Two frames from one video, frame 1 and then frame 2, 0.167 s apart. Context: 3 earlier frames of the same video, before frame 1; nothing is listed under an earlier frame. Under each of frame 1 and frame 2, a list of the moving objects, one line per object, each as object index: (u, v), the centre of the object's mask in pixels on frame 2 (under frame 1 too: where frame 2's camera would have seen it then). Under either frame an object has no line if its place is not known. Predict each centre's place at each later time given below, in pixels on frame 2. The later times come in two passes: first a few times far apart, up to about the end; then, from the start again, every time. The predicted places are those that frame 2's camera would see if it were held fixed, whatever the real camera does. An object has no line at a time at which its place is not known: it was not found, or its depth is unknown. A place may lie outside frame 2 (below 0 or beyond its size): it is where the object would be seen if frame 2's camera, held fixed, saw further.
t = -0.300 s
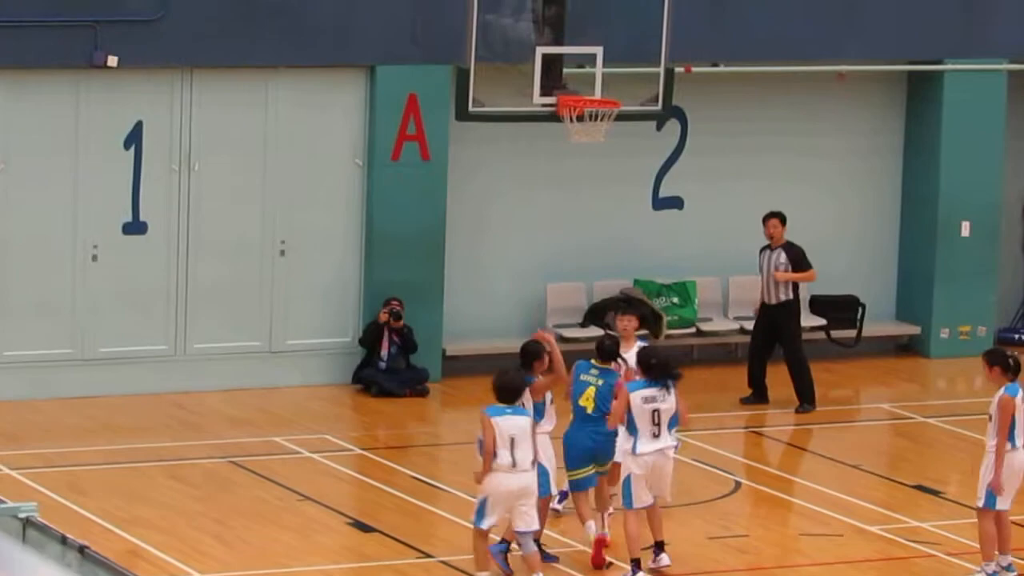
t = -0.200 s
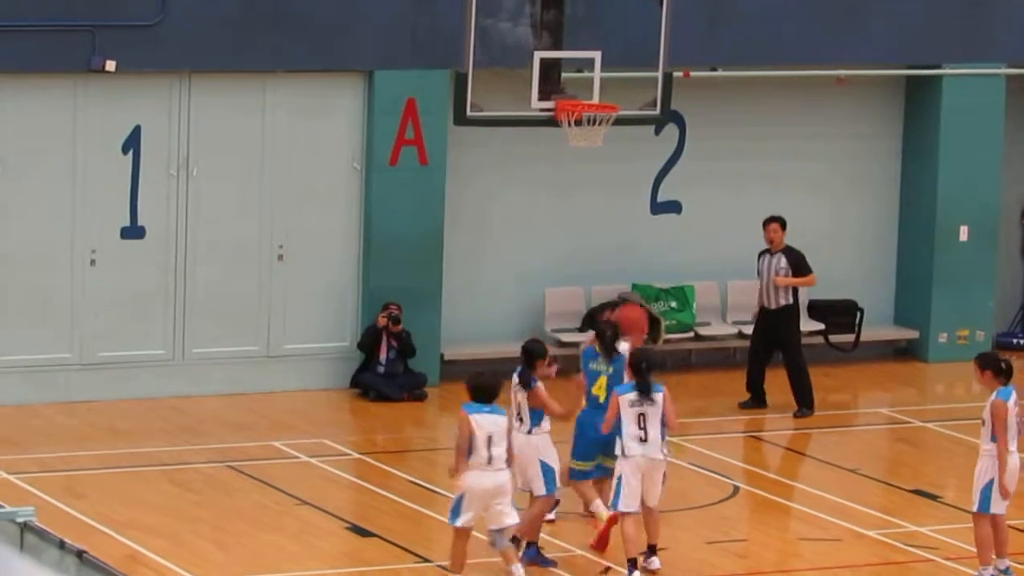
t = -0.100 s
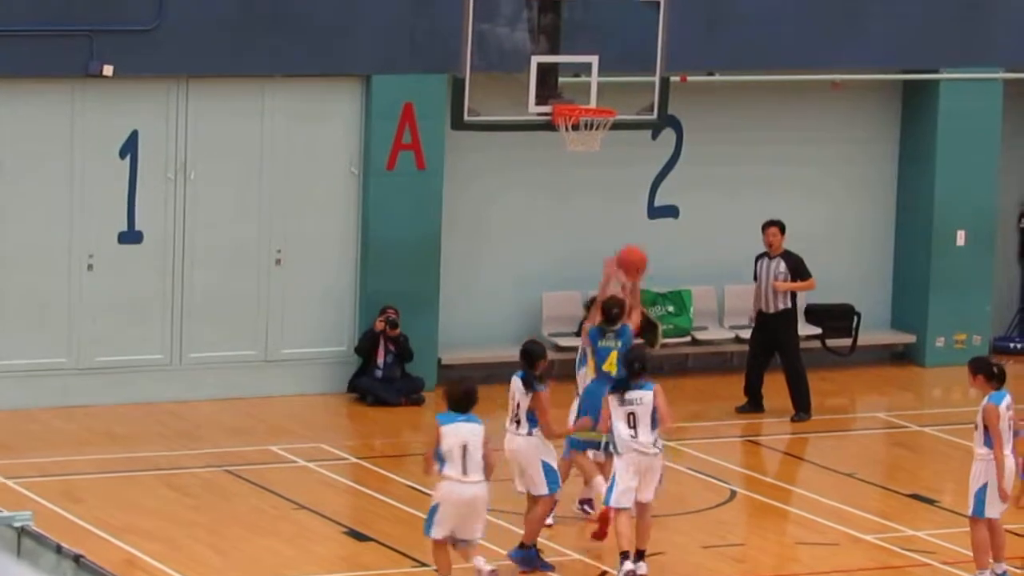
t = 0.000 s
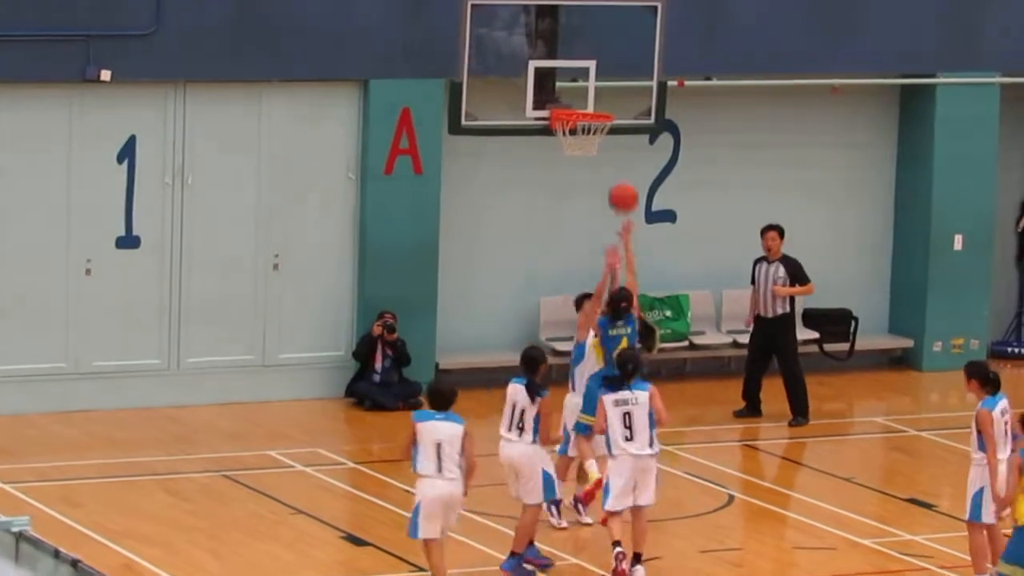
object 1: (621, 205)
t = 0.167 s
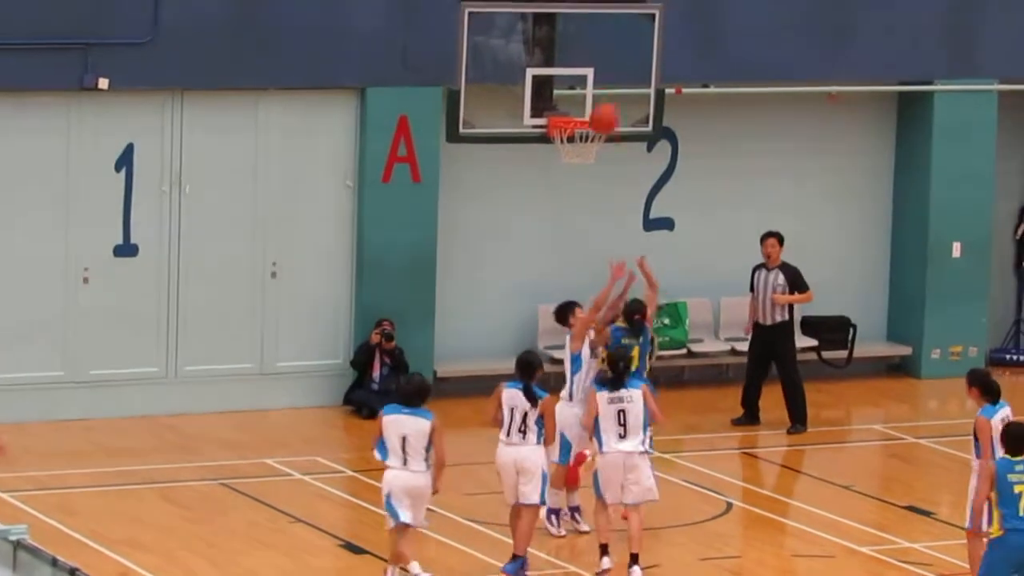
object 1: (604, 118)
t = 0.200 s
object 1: (601, 106)
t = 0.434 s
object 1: (577, 58)
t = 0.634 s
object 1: (562, 71)
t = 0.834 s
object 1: (589, 106)
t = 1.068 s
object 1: (589, 98)
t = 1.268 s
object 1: (581, 117)
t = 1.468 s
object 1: (571, 146)
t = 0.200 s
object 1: (601, 106)
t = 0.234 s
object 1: (597, 95)
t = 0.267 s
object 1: (594, 85)
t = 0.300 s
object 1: (590, 77)
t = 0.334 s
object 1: (587, 70)
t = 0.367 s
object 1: (584, 65)
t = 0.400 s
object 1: (579, 61)
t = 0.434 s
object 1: (577, 58)
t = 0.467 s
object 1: (573, 57)
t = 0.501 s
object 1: (569, 57)
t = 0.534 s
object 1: (565, 58)
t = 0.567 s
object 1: (561, 61)
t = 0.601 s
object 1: (557, 65)
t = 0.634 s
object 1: (562, 71)
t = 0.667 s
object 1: (568, 80)
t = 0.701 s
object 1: (574, 90)
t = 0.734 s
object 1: (582, 101)
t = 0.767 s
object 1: (587, 112)
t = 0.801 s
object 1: (588, 112)
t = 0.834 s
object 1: (589, 106)
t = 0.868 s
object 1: (590, 100)
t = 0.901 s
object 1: (589, 97)
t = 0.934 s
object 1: (590, 96)
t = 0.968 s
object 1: (589, 95)
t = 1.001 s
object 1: (589, 94)
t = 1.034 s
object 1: (589, 96)
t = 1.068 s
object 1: (589, 98)
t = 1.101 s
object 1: (587, 102)
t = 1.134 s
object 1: (587, 110)
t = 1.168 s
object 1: (587, 113)
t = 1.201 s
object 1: (585, 115)
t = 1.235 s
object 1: (583, 113)
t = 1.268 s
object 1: (581, 117)
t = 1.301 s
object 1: (578, 131)
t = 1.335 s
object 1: (574, 140)
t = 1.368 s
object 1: (572, 143)
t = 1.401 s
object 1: (571, 144)
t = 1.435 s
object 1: (571, 145)
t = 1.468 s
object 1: (571, 146)
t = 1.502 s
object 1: (572, 149)
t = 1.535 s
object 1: (573, 153)
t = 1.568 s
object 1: (574, 158)
